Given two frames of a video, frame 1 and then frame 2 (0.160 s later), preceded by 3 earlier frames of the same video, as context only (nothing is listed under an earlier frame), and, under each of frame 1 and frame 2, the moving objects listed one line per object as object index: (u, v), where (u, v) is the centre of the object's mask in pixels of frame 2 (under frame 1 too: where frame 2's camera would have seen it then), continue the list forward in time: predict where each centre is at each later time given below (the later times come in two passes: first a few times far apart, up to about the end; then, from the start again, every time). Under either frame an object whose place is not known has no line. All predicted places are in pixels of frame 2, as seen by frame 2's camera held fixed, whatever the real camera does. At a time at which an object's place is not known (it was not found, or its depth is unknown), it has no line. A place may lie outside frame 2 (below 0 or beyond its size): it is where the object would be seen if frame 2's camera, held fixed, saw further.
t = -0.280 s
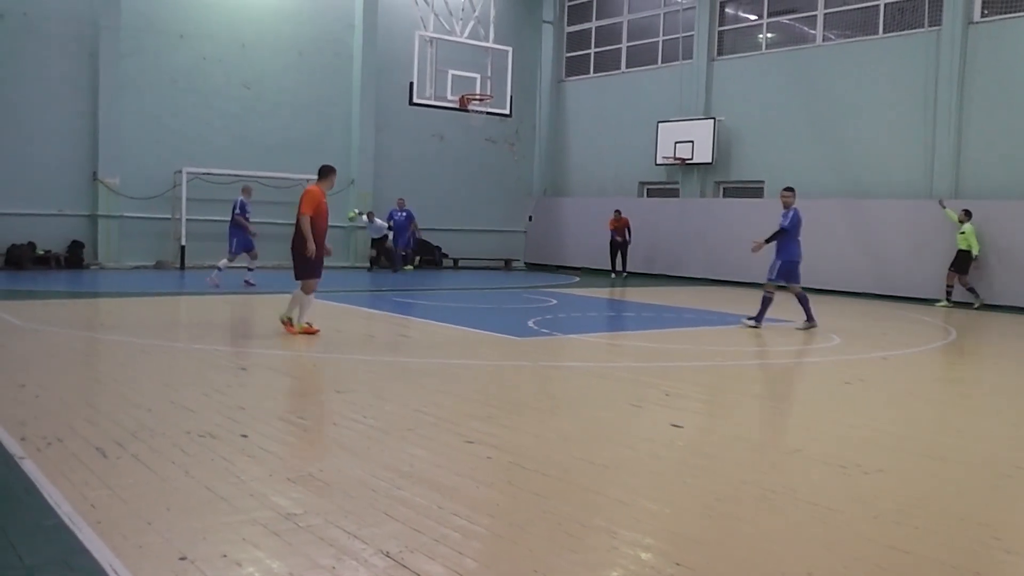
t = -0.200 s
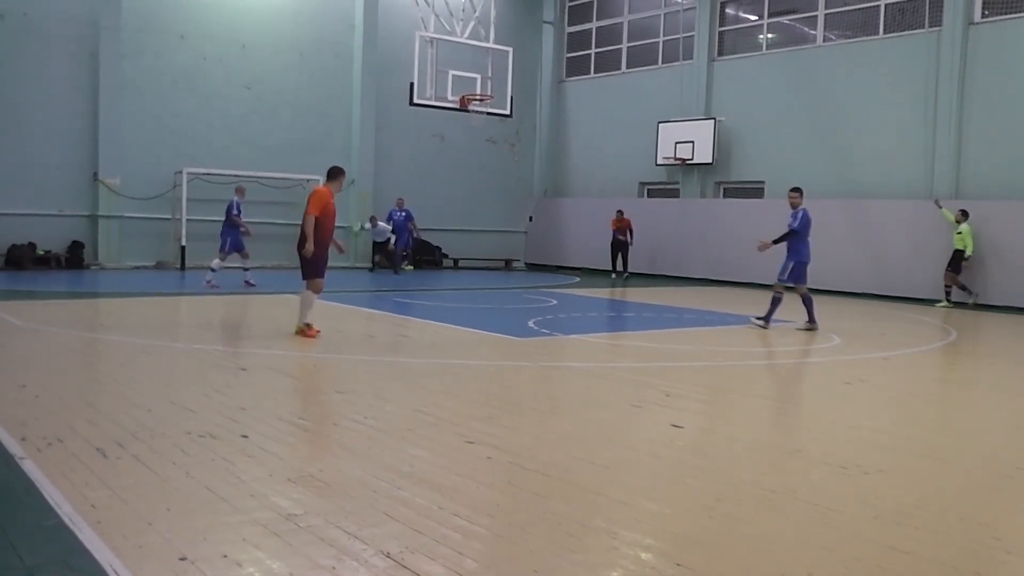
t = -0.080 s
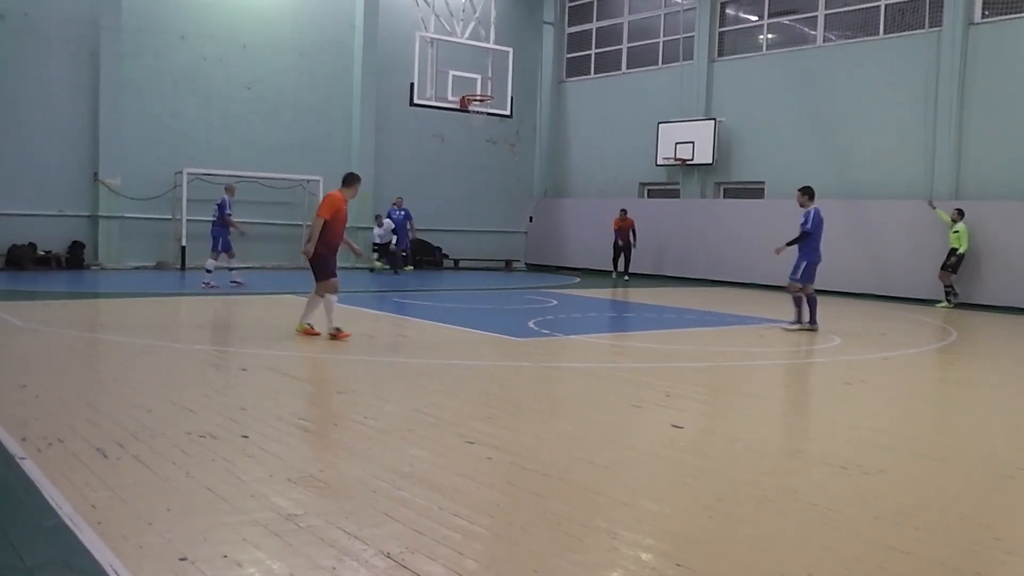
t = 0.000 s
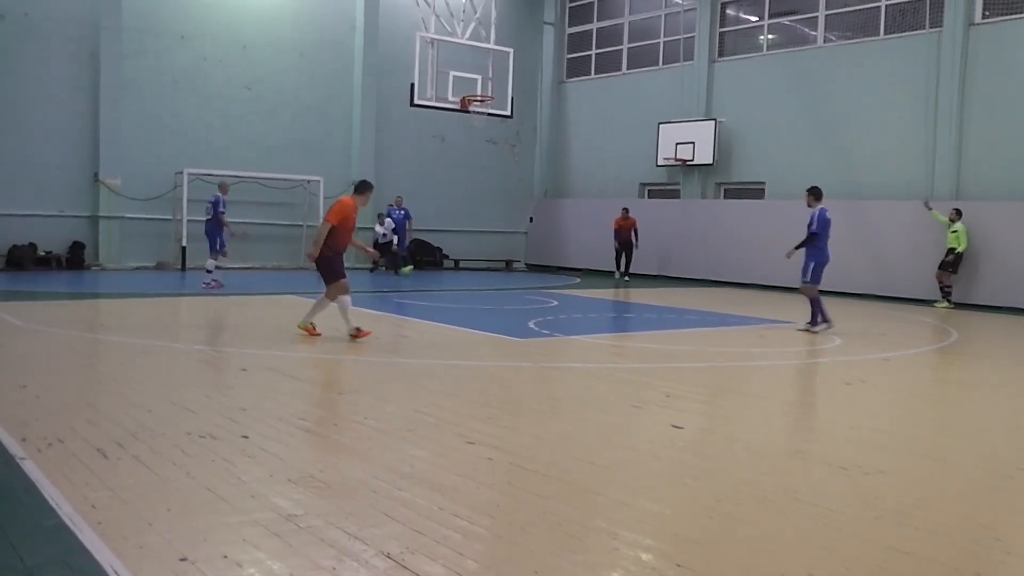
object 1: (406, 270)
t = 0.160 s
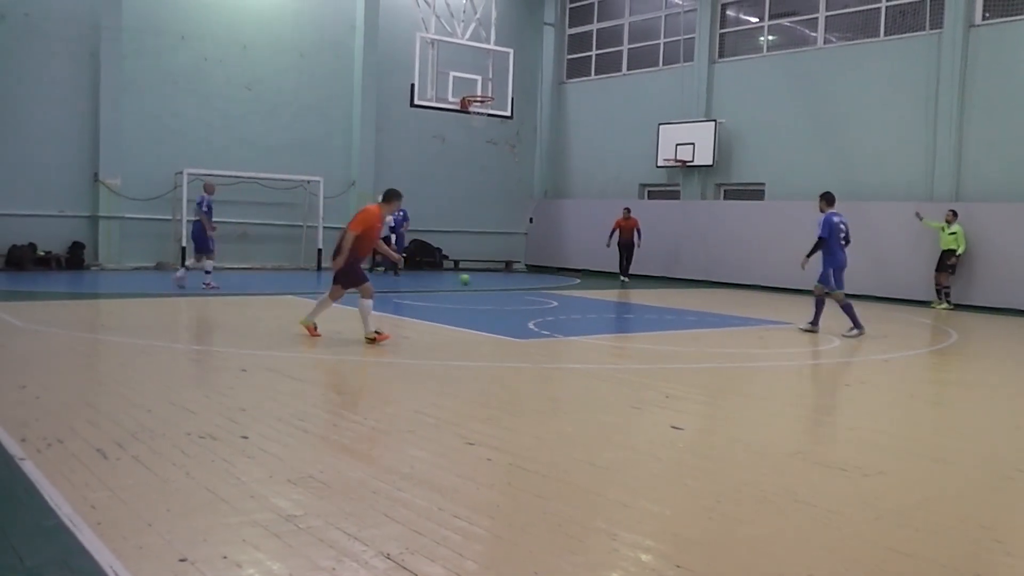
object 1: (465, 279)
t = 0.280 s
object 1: (507, 284)
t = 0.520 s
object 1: (597, 293)
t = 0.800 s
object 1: (723, 311)
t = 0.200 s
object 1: (478, 279)
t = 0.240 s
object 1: (492, 280)
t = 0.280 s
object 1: (507, 284)
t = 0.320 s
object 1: (521, 285)
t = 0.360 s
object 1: (536, 285)
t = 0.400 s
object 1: (550, 287)
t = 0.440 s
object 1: (565, 291)
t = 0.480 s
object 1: (580, 291)
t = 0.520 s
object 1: (597, 293)
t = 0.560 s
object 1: (614, 294)
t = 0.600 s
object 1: (628, 297)
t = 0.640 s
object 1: (648, 299)
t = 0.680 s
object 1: (665, 302)
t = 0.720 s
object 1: (684, 305)
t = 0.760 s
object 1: (703, 307)
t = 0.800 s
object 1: (723, 311)
